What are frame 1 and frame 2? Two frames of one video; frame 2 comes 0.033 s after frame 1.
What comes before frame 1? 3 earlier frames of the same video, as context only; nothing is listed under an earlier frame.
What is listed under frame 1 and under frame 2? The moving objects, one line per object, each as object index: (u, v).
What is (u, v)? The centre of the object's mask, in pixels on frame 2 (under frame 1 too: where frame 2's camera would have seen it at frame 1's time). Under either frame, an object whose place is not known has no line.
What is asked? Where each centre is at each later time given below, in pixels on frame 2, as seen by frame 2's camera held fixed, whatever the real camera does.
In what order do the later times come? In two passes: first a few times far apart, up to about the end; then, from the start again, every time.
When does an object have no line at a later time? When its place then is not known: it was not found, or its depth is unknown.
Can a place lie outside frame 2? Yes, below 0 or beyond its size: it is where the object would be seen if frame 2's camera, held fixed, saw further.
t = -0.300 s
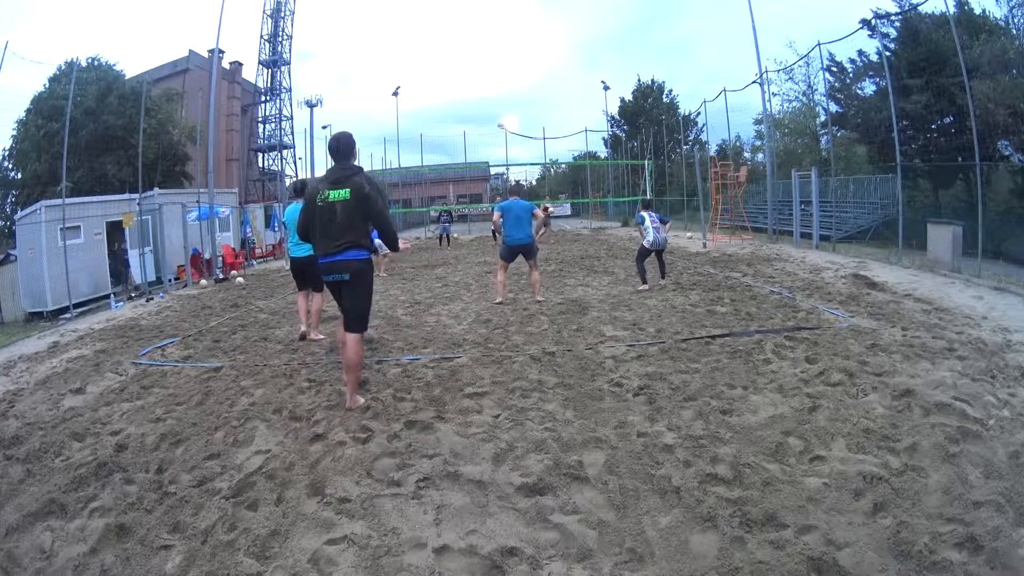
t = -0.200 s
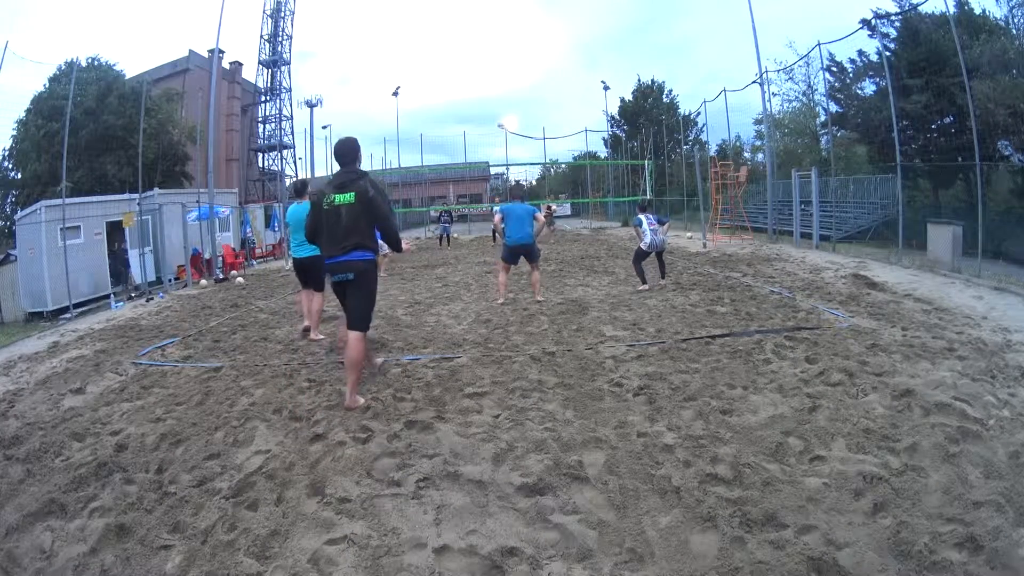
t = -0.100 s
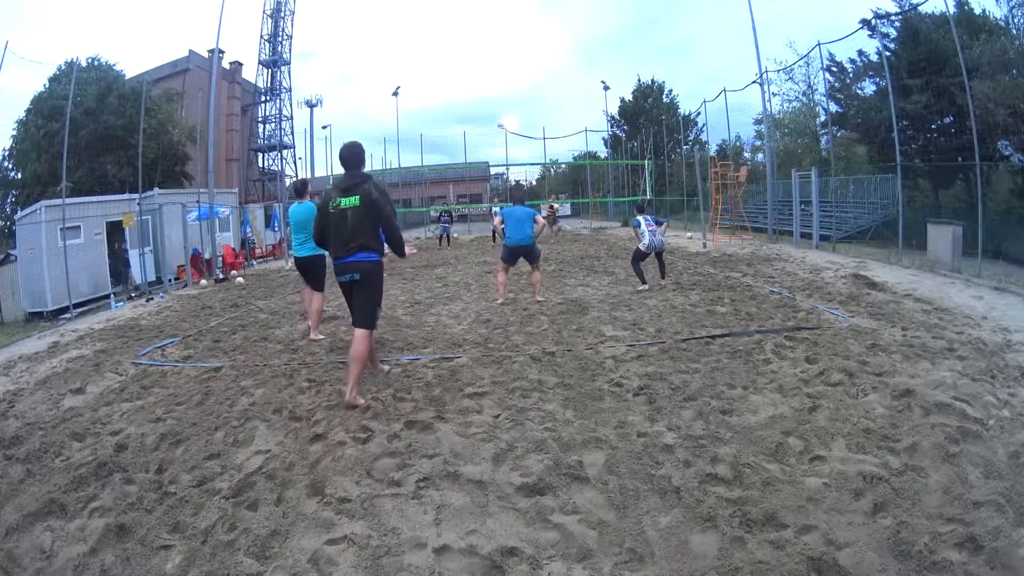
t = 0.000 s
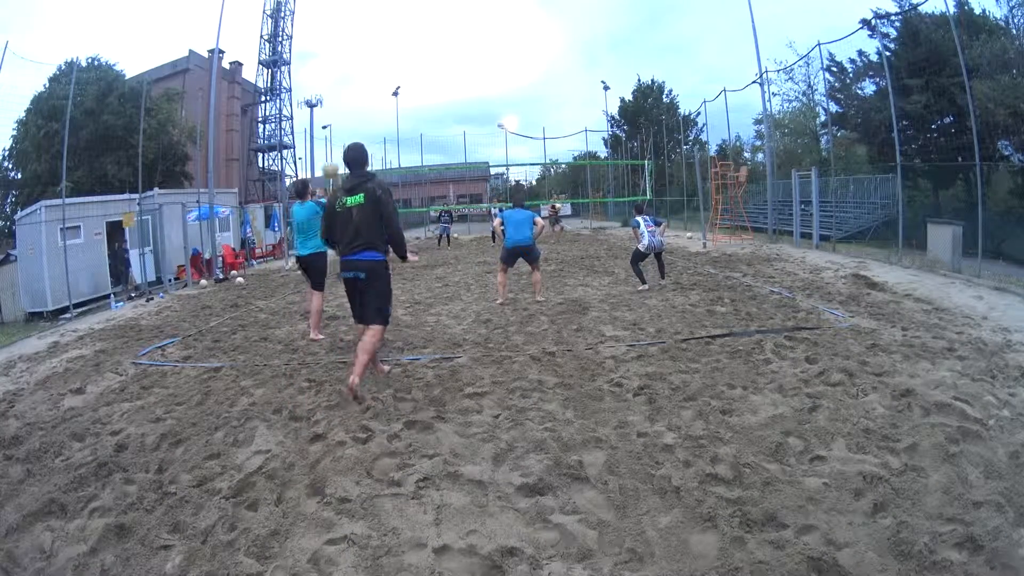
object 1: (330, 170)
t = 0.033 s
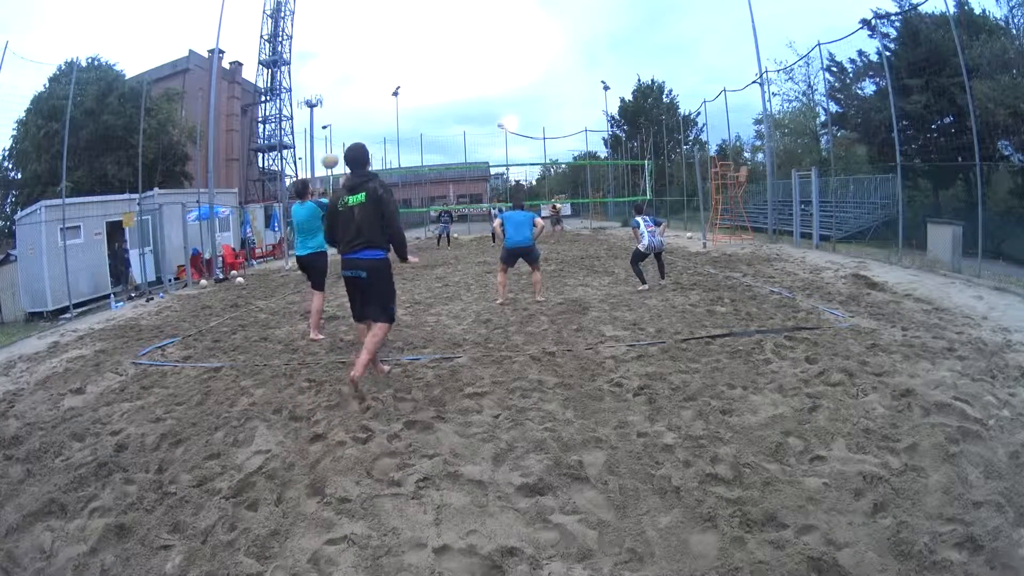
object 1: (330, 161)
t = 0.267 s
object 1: (329, 123)
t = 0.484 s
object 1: (329, 125)
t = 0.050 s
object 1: (330, 157)
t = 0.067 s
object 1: (330, 153)
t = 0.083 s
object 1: (329, 149)
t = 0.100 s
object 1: (329, 145)
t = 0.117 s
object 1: (329, 143)
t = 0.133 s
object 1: (329, 141)
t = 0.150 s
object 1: (329, 136)
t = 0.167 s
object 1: (329, 133)
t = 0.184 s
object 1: (329, 131)
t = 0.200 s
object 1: (329, 129)
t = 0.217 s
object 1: (329, 128)
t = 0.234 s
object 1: (329, 126)
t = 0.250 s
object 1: (329, 124)
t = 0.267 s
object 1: (329, 123)
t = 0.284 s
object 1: (329, 122)
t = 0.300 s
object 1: (329, 121)
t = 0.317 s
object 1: (329, 121)
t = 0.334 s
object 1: (329, 120)
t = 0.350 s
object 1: (329, 120)
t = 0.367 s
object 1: (329, 120)
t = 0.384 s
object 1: (329, 120)
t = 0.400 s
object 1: (329, 120)
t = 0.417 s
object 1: (329, 121)
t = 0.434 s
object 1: (329, 122)
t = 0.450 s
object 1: (329, 123)
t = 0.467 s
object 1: (329, 124)
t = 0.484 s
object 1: (329, 125)
